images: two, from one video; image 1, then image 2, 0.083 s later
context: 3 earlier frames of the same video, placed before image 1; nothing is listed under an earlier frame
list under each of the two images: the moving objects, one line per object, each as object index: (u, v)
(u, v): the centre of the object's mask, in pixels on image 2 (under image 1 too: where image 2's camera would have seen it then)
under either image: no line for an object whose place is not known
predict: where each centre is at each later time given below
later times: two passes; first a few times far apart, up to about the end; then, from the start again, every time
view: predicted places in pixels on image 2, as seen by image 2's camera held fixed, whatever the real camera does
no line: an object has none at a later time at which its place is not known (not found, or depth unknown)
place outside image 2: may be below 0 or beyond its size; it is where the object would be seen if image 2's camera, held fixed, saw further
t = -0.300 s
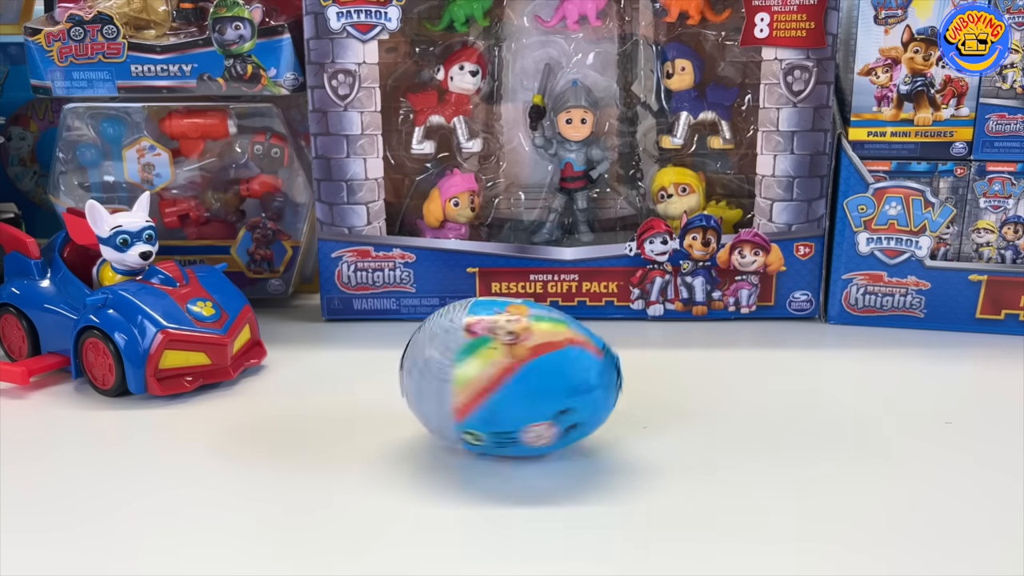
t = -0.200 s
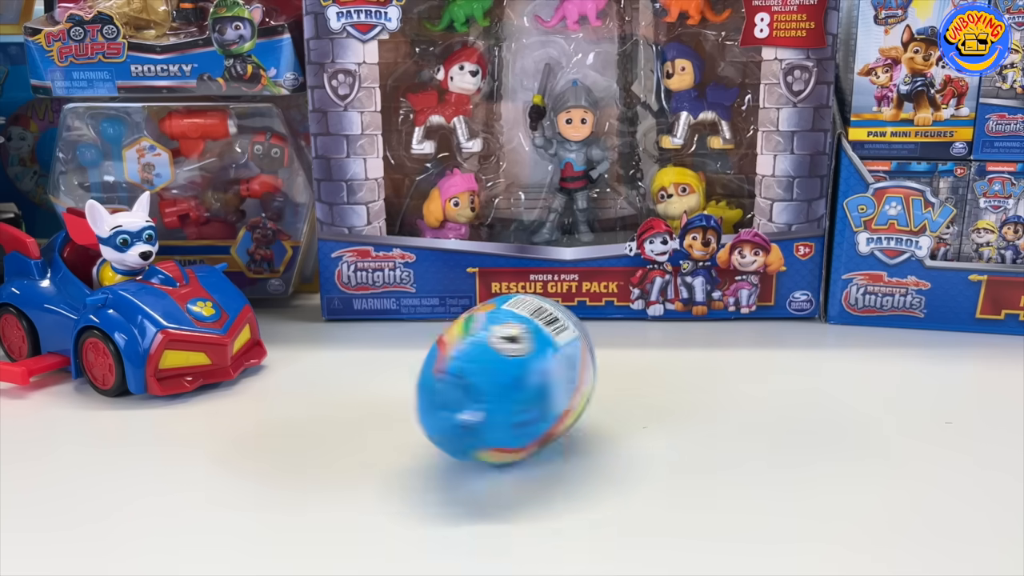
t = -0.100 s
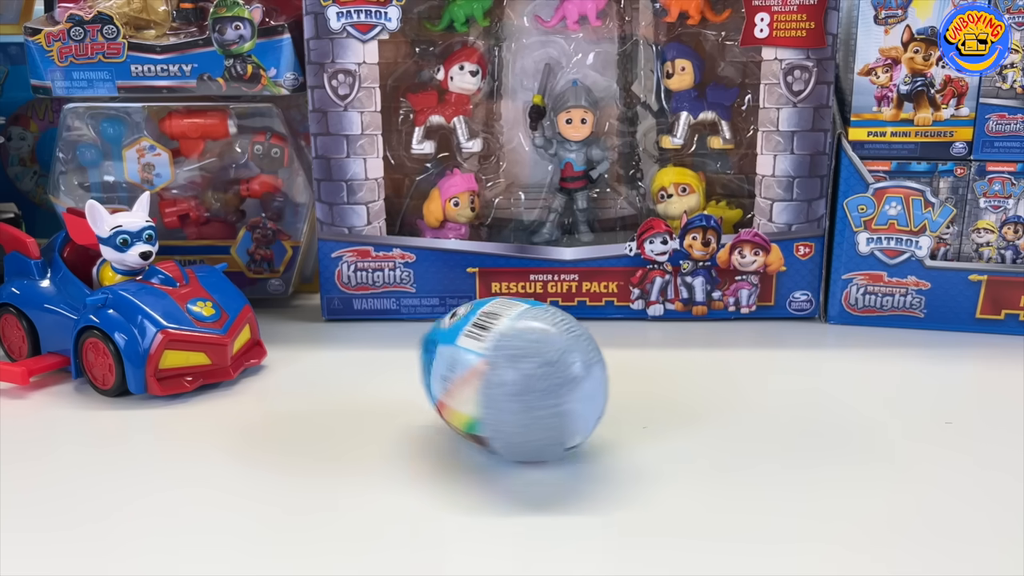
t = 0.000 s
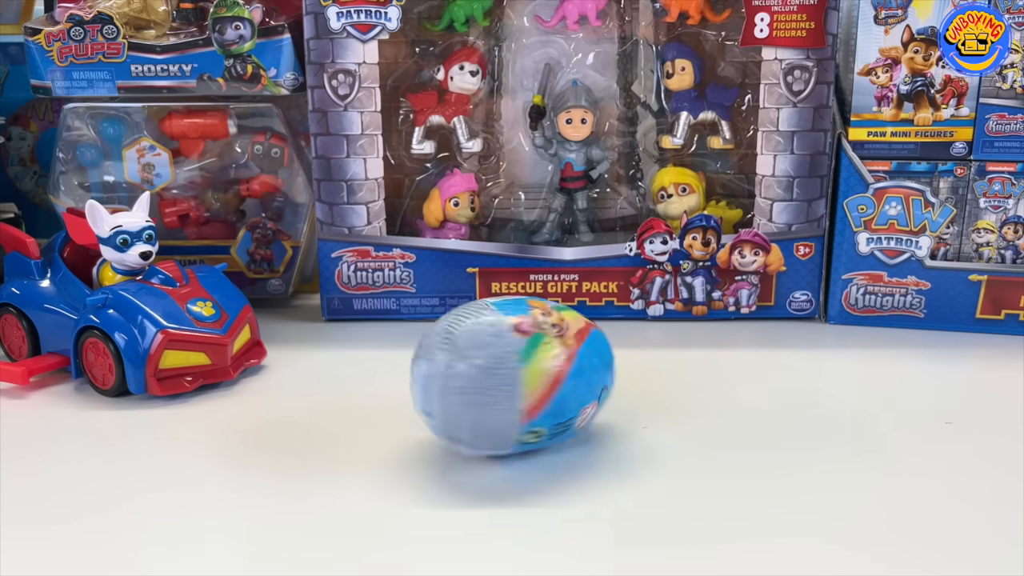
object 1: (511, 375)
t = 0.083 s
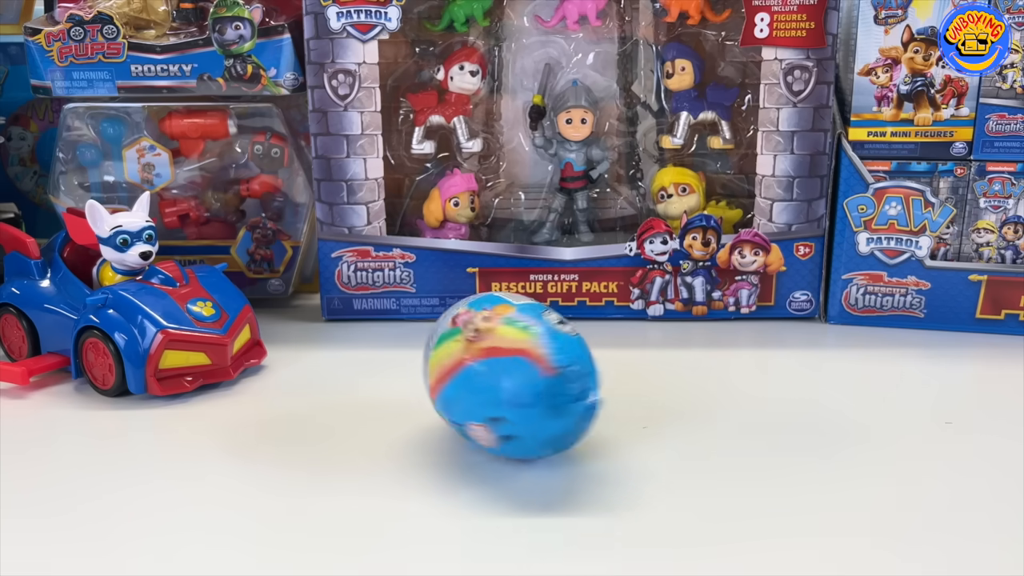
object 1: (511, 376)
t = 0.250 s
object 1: (504, 375)
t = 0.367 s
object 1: (503, 376)
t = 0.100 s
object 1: (508, 375)
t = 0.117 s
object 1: (506, 375)
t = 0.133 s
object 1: (502, 375)
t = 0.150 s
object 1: (500, 376)
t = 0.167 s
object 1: (498, 376)
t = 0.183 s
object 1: (498, 375)
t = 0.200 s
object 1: (498, 374)
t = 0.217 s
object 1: (500, 374)
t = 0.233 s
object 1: (503, 374)
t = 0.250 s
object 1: (504, 375)
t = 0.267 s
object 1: (504, 377)
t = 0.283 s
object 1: (502, 378)
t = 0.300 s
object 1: (500, 380)
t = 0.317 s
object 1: (498, 378)
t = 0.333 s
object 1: (498, 377)
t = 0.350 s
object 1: (500, 376)
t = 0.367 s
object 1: (503, 376)
